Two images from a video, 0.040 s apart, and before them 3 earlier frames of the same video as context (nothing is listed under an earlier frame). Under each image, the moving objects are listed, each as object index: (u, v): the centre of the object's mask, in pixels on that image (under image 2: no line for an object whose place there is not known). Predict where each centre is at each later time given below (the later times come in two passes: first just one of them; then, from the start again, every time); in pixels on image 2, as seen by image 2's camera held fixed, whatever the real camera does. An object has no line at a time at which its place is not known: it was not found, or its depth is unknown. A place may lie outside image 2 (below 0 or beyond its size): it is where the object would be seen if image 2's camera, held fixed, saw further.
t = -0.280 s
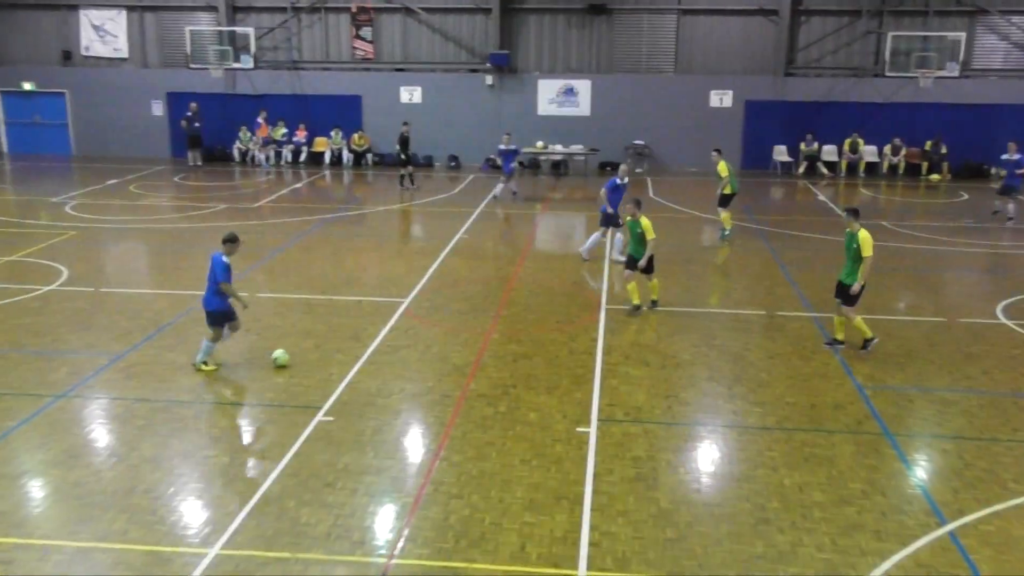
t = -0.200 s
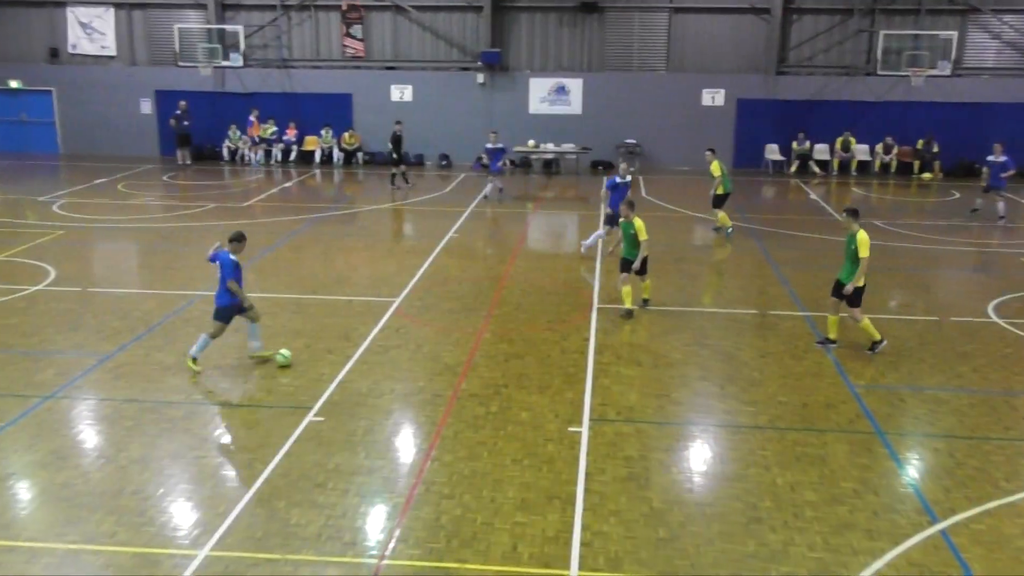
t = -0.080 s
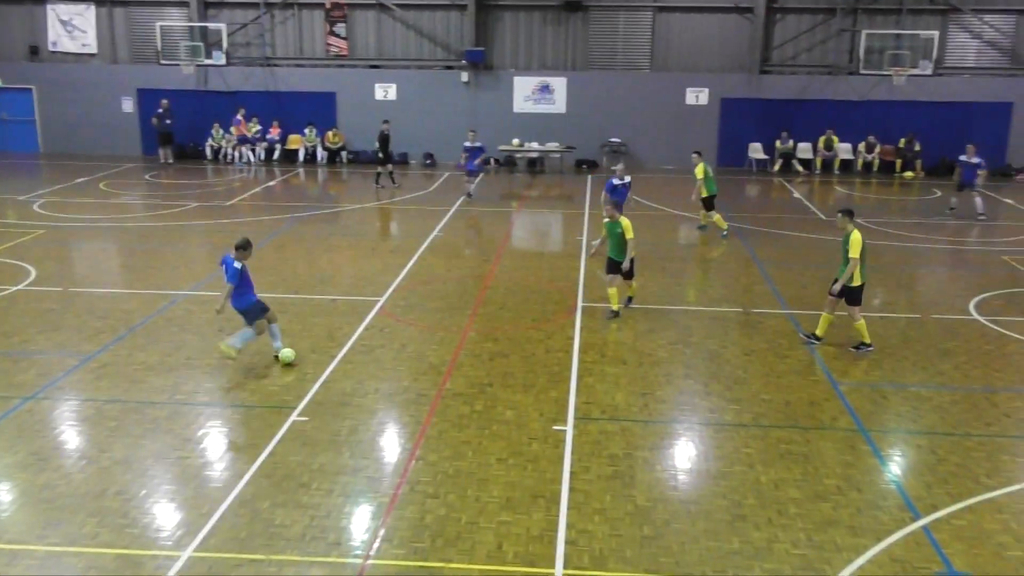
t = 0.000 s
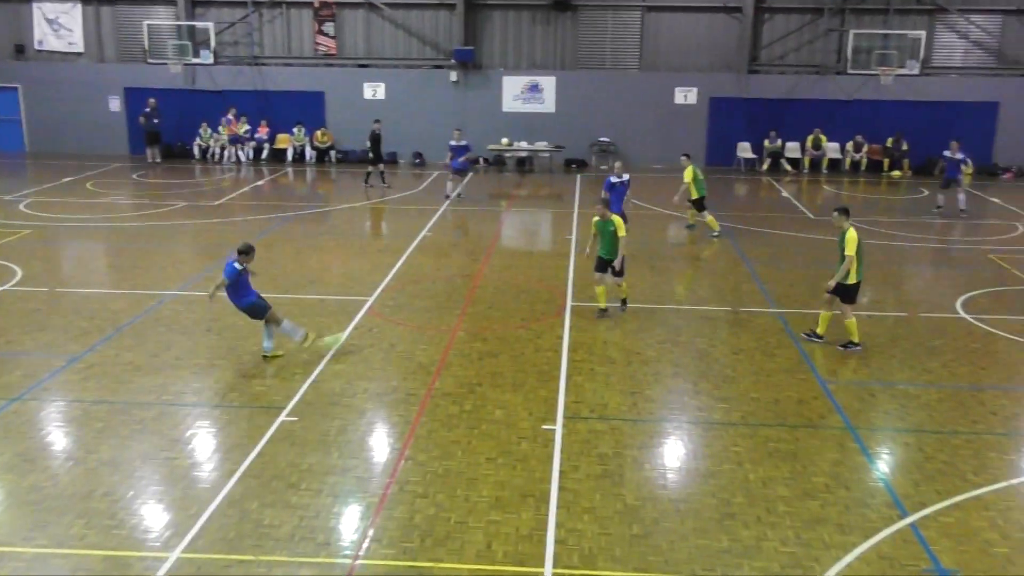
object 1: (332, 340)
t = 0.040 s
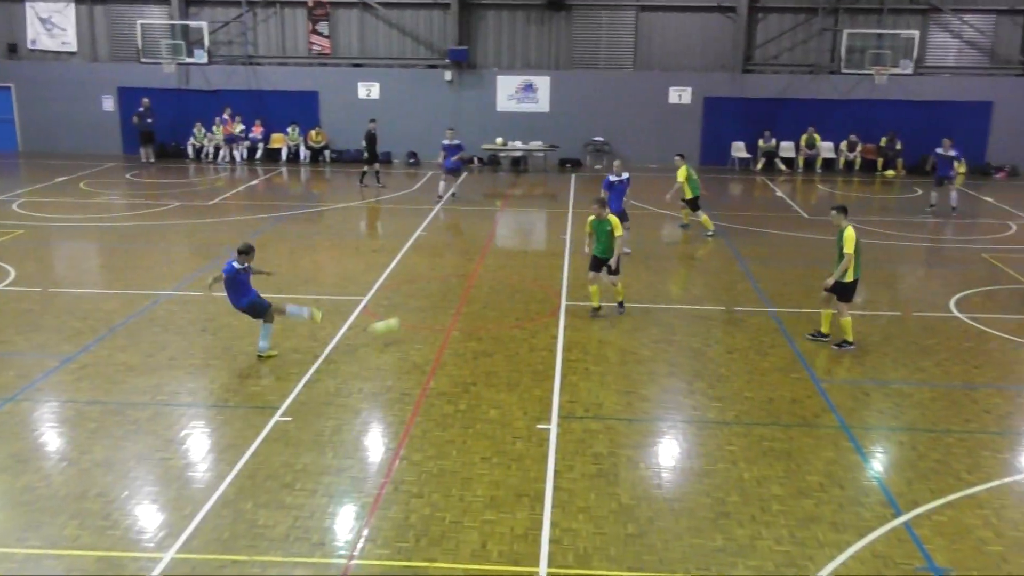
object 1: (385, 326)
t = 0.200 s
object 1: (567, 291)
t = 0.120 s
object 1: (484, 304)
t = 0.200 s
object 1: (567, 291)
